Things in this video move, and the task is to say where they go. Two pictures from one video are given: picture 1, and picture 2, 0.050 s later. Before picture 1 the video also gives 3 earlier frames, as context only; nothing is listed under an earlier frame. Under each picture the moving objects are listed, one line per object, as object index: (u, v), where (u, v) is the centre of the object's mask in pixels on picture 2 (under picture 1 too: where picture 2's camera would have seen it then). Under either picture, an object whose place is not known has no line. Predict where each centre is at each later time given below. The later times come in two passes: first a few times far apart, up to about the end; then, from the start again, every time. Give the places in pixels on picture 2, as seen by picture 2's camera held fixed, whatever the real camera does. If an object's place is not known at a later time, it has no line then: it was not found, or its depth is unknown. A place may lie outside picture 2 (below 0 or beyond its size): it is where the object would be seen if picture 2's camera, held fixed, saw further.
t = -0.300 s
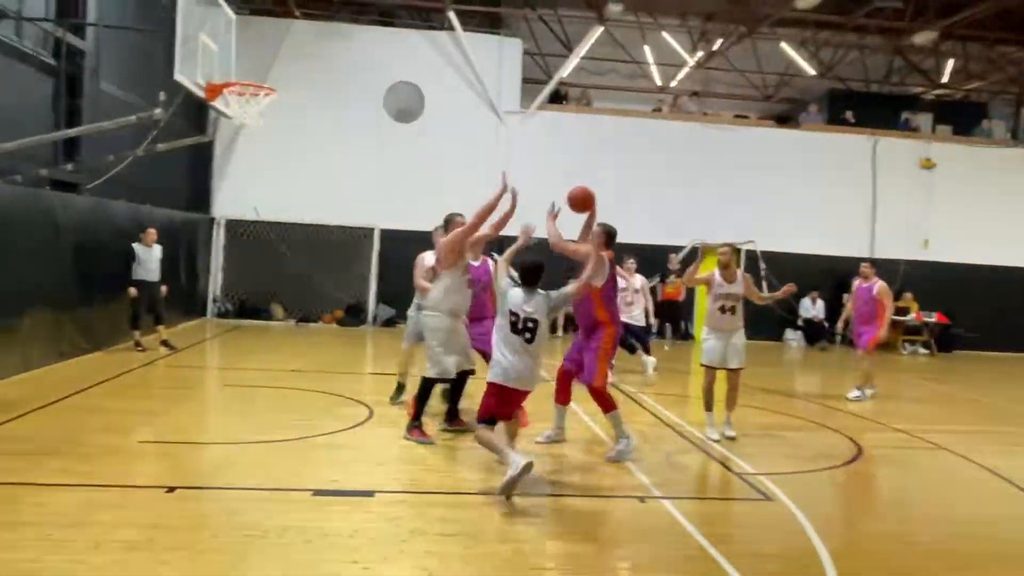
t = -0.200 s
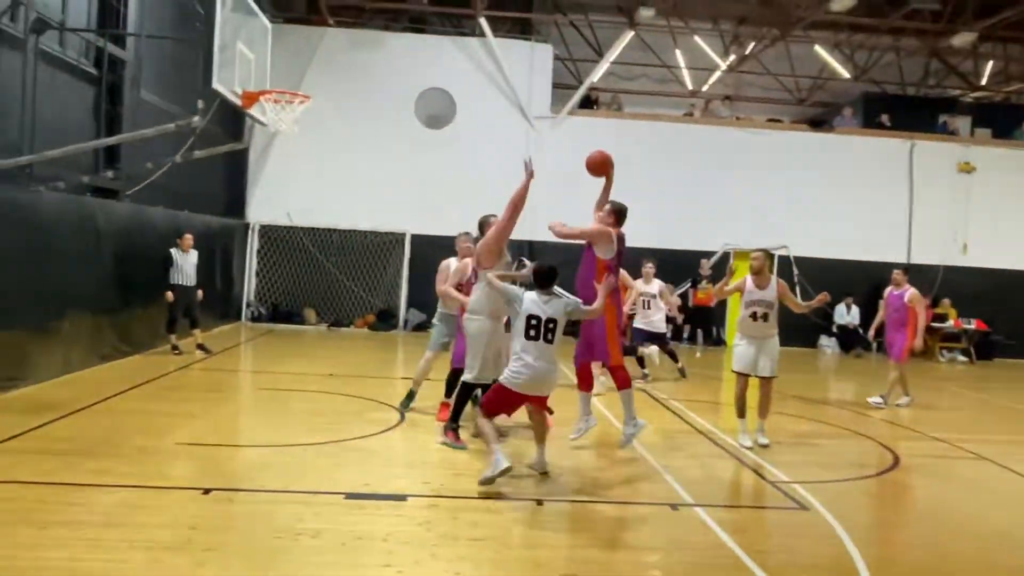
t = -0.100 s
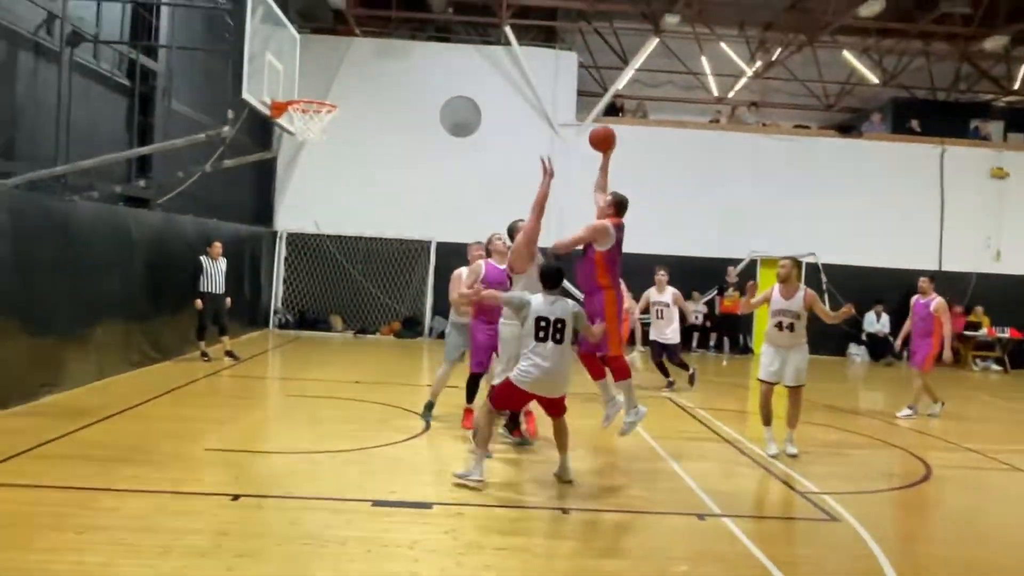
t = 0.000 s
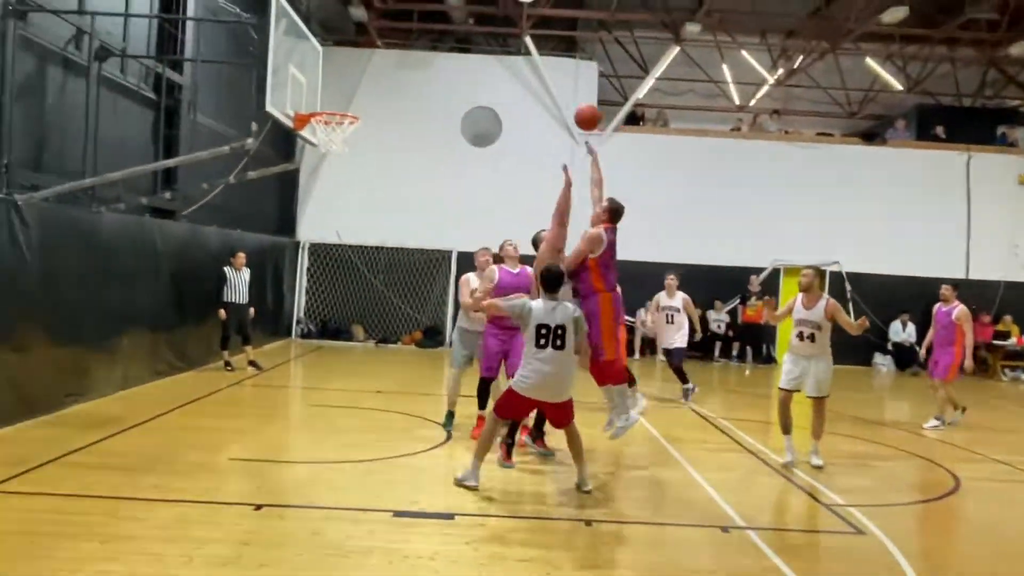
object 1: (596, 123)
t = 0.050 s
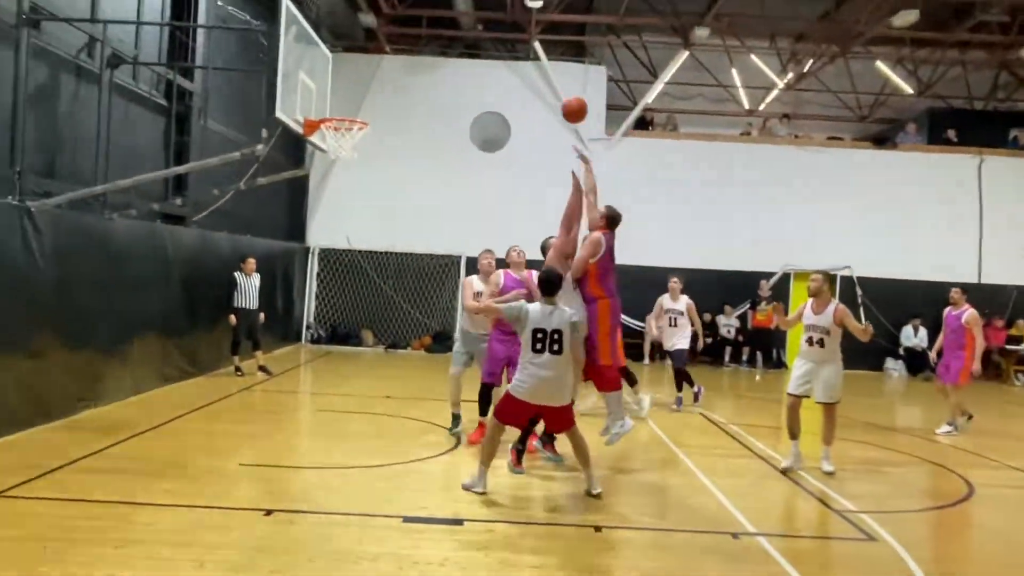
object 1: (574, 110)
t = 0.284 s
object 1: (474, 86)
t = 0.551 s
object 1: (386, 119)
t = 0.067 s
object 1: (567, 107)
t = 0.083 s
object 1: (560, 103)
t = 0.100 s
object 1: (553, 100)
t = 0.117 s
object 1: (545, 97)
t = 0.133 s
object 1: (538, 94)
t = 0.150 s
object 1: (531, 92)
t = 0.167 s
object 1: (523, 91)
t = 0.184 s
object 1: (516, 89)
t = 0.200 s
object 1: (509, 88)
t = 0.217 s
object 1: (502, 87)
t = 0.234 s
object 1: (495, 86)
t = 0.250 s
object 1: (488, 86)
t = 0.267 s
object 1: (480, 86)
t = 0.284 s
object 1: (474, 86)
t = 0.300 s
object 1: (466, 86)
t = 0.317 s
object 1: (459, 87)
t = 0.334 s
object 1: (453, 88)
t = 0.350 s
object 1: (446, 89)
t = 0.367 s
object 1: (438, 92)
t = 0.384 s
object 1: (431, 94)
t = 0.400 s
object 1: (425, 96)
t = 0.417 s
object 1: (418, 98)
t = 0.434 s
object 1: (411, 101)
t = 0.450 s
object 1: (404, 103)
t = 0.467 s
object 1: (397, 107)
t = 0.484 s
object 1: (390, 111)
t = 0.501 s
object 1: (384, 115)
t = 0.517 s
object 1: (377, 119)
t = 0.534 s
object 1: (379, 120)
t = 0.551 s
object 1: (386, 119)
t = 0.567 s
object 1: (393, 119)
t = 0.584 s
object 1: (399, 120)
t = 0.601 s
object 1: (406, 120)
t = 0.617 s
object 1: (413, 121)
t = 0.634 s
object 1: (419, 123)
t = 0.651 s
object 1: (425, 124)
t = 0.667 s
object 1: (432, 126)
